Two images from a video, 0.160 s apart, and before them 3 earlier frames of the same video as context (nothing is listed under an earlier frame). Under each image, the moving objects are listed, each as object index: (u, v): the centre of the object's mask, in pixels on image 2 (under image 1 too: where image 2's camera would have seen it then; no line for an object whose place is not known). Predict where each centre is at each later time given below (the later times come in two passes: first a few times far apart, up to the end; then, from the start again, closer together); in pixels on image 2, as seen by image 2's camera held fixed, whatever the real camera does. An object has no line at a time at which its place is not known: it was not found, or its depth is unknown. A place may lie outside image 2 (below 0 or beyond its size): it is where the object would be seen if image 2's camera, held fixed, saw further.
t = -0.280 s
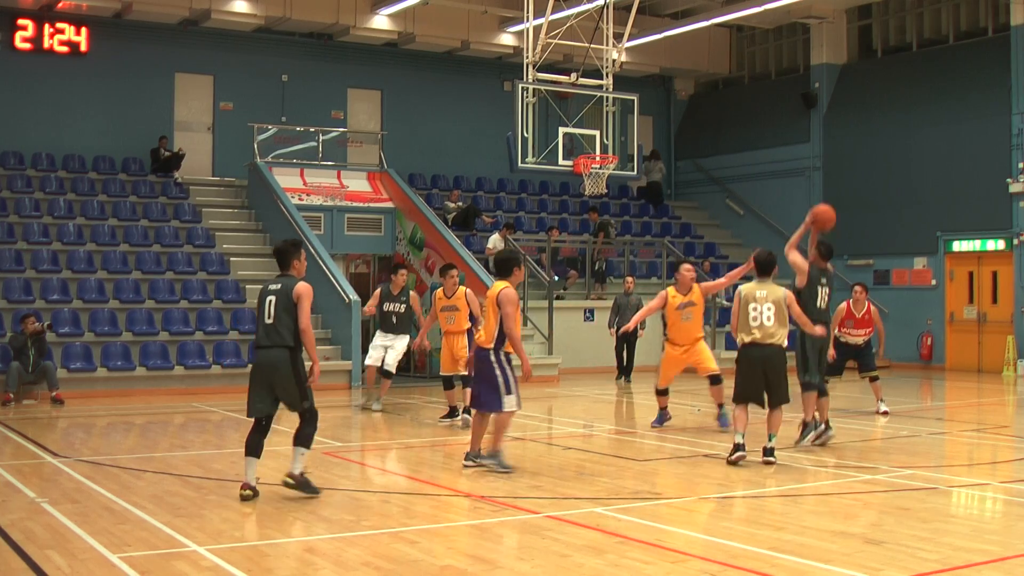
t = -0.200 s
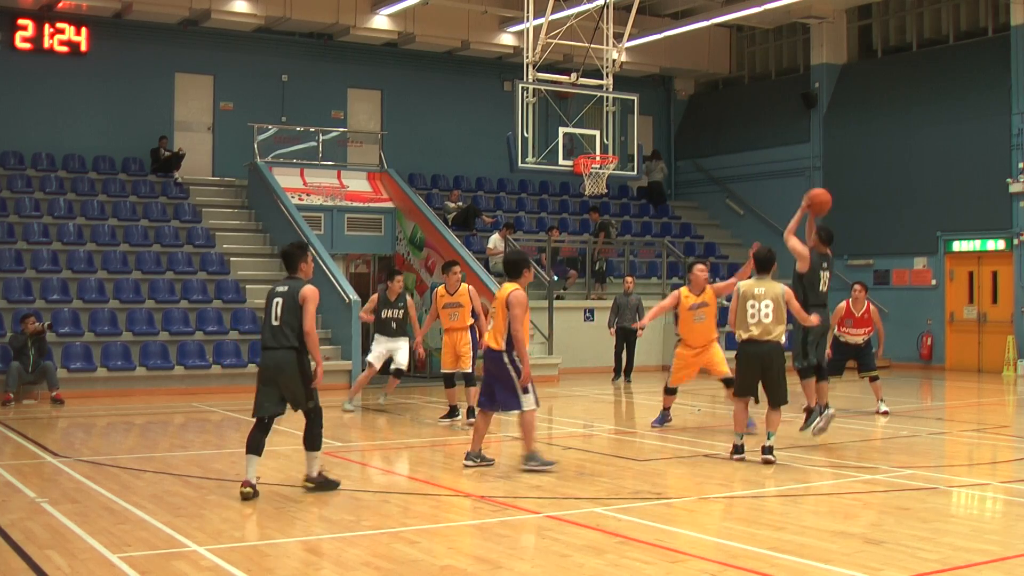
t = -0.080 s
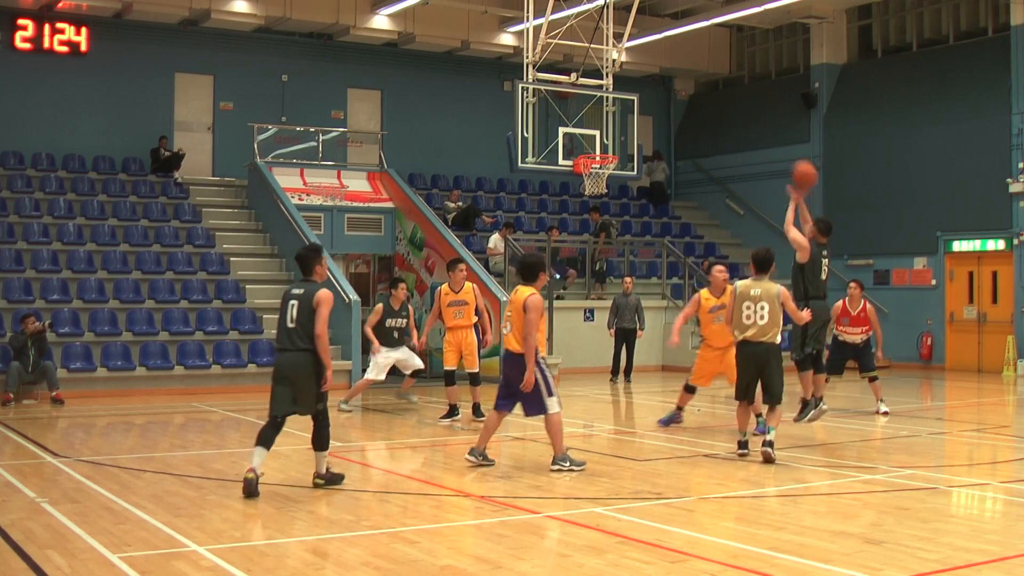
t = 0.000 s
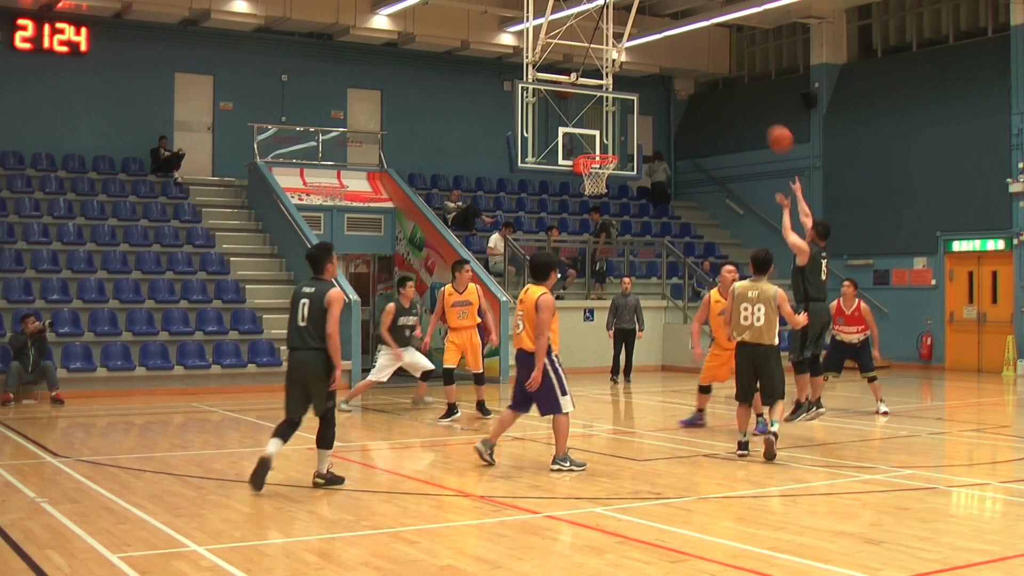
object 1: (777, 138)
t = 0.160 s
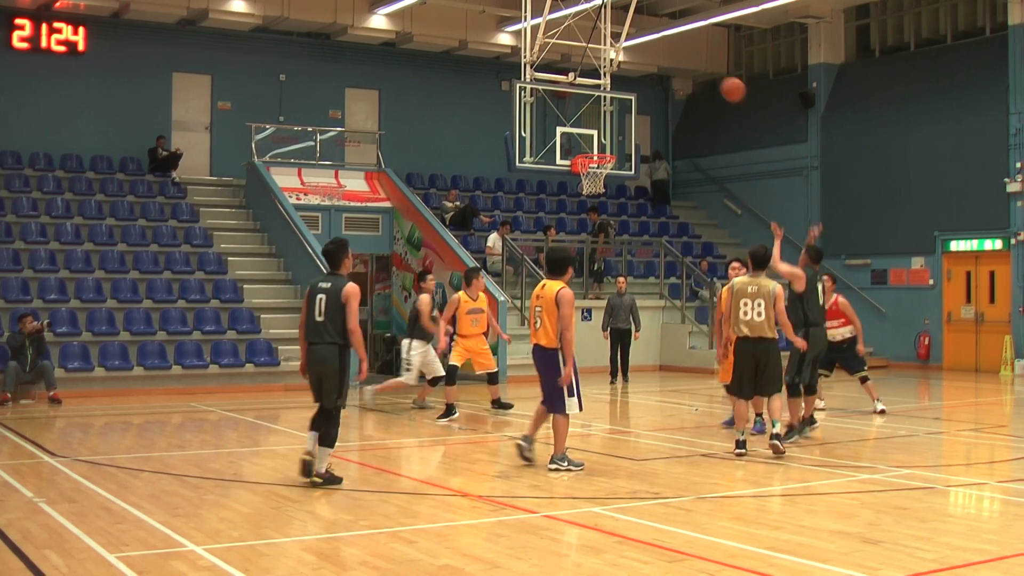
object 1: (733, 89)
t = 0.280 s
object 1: (703, 71)
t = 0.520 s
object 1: (649, 72)
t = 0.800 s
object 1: (592, 129)
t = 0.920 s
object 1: (604, 147)
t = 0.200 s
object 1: (722, 81)
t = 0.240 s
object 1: (713, 75)
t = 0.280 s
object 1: (703, 71)
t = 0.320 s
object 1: (694, 67)
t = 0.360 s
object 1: (684, 65)
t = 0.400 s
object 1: (675, 65)
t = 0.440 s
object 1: (666, 66)
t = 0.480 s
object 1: (658, 69)
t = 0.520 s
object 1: (649, 72)
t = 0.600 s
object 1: (633, 83)
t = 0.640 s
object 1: (625, 90)
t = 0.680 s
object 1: (616, 98)
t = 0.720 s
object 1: (608, 107)
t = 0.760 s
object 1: (599, 119)
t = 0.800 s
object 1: (592, 129)
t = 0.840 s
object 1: (593, 139)
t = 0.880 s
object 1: (601, 147)
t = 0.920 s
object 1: (604, 147)
